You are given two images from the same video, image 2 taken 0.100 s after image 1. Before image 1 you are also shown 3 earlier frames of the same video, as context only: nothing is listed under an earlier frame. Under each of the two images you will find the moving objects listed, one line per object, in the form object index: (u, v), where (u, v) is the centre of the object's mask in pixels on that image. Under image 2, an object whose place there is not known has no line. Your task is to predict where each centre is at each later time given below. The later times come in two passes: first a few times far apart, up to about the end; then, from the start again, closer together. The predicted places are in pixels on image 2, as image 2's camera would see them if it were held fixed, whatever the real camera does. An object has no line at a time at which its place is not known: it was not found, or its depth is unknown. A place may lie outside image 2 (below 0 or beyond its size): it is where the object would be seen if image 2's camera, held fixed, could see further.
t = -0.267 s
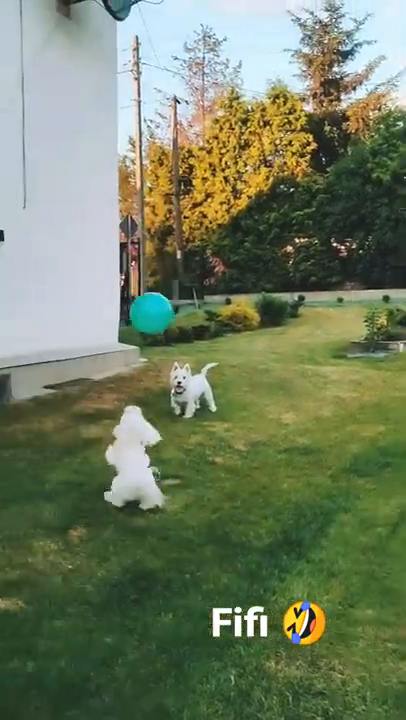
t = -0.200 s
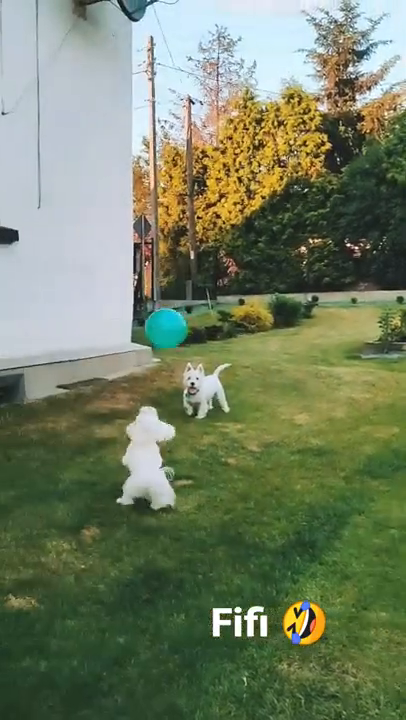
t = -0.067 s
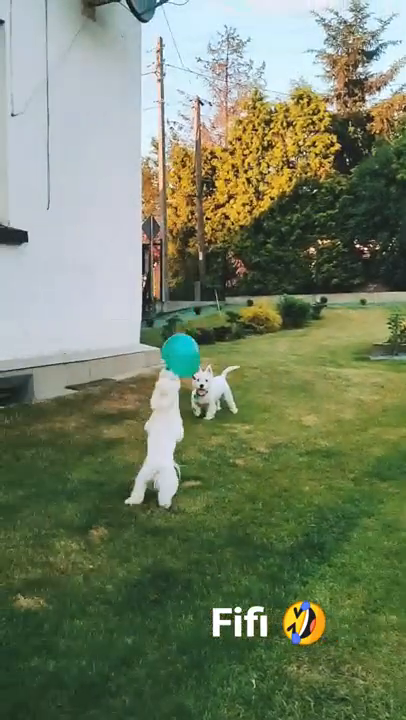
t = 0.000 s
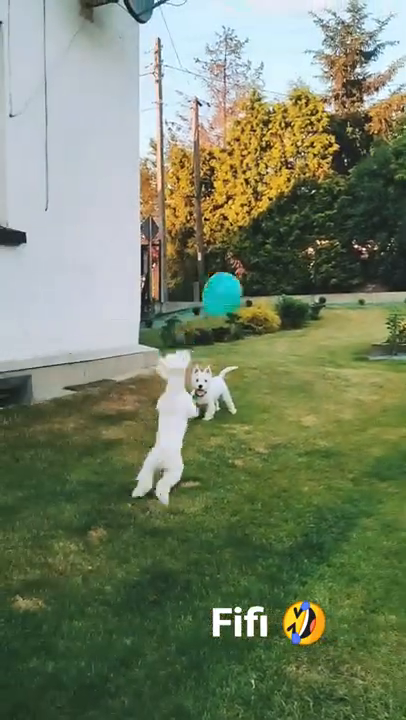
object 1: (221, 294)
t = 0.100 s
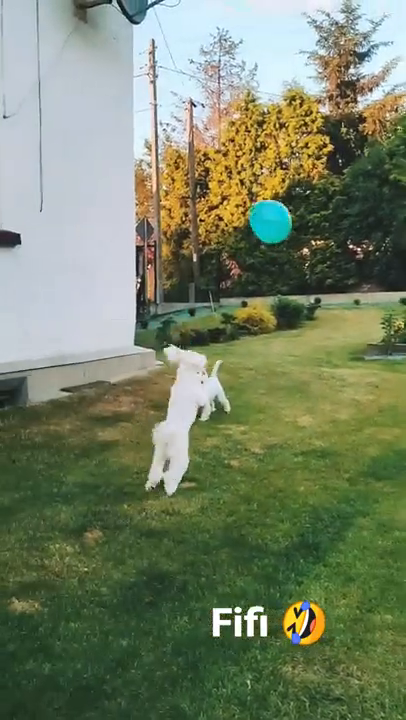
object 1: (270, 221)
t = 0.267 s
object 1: (300, 145)
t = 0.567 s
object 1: (301, 114)
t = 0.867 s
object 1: (310, 147)
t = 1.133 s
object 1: (310, 215)
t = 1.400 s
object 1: (295, 303)
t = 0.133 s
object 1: (281, 203)
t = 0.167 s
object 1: (289, 186)
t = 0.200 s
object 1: (294, 172)
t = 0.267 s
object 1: (300, 145)
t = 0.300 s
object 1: (301, 135)
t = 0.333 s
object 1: (301, 126)
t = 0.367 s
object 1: (301, 119)
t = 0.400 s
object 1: (301, 115)
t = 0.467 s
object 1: (301, 112)
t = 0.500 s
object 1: (301, 111)
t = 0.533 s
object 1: (301, 112)
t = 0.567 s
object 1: (301, 114)
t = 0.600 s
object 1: (303, 115)
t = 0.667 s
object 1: (306, 120)
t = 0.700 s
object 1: (307, 123)
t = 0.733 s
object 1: (308, 127)
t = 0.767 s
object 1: (308, 132)
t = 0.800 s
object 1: (308, 136)
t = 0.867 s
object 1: (310, 147)
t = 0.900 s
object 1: (310, 153)
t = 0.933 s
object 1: (311, 160)
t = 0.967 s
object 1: (311, 168)
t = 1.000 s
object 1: (312, 176)
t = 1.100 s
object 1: (311, 205)
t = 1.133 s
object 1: (310, 215)
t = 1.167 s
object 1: (309, 226)
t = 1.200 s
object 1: (308, 237)
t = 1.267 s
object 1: (305, 259)
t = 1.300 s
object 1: (302, 270)
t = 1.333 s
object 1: (299, 281)
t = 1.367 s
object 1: (297, 292)
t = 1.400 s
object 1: (295, 303)
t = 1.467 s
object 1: (290, 323)
